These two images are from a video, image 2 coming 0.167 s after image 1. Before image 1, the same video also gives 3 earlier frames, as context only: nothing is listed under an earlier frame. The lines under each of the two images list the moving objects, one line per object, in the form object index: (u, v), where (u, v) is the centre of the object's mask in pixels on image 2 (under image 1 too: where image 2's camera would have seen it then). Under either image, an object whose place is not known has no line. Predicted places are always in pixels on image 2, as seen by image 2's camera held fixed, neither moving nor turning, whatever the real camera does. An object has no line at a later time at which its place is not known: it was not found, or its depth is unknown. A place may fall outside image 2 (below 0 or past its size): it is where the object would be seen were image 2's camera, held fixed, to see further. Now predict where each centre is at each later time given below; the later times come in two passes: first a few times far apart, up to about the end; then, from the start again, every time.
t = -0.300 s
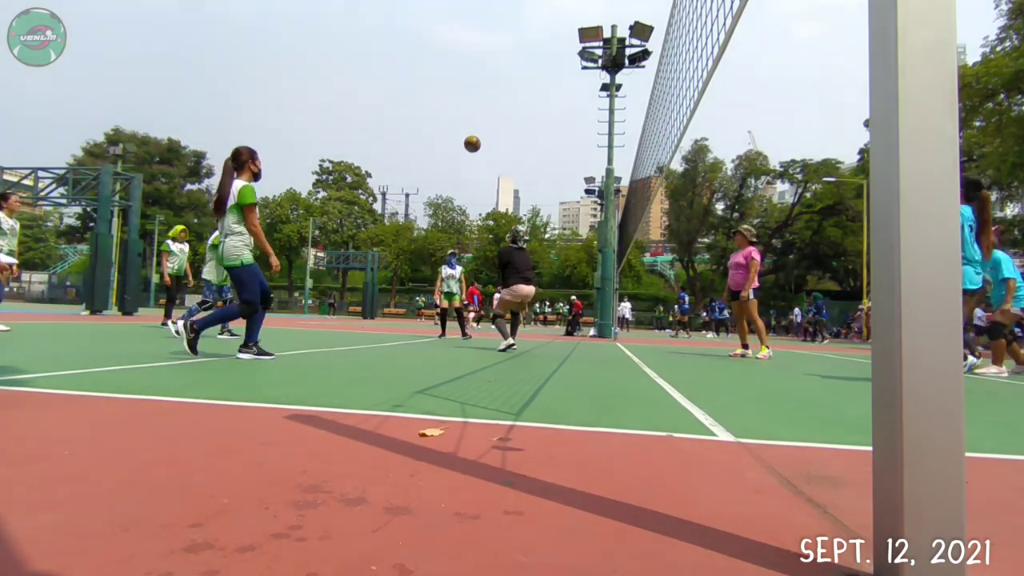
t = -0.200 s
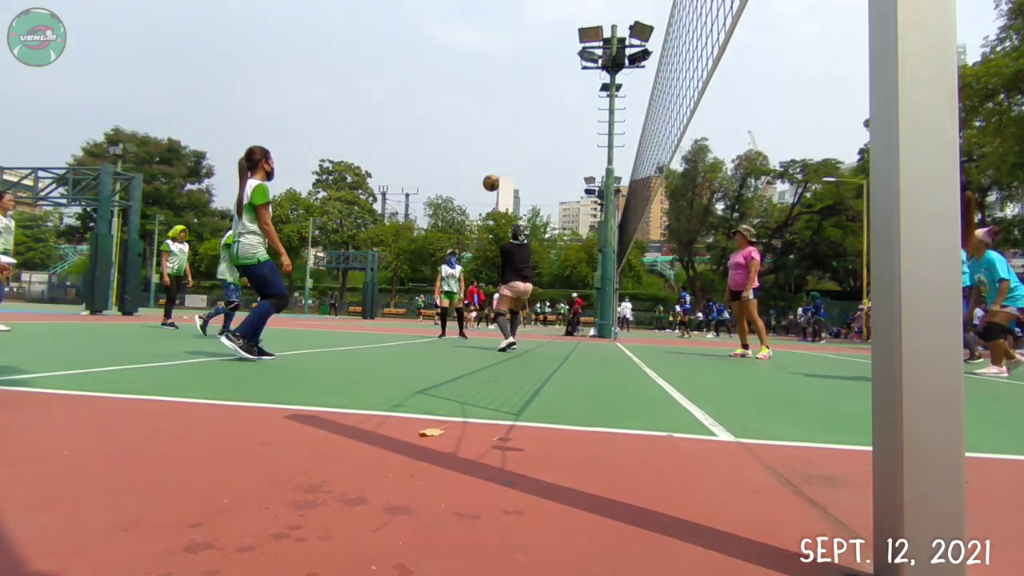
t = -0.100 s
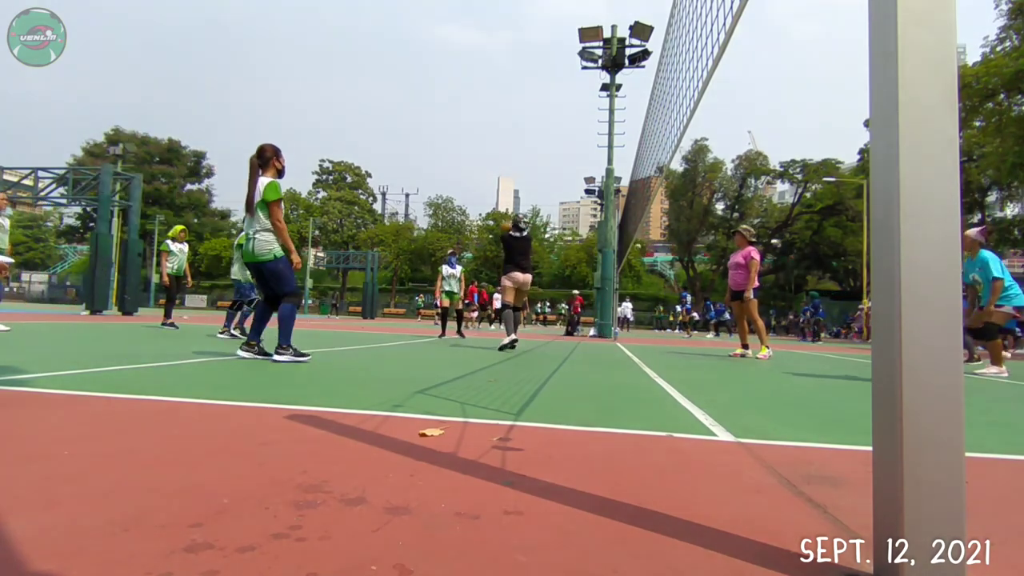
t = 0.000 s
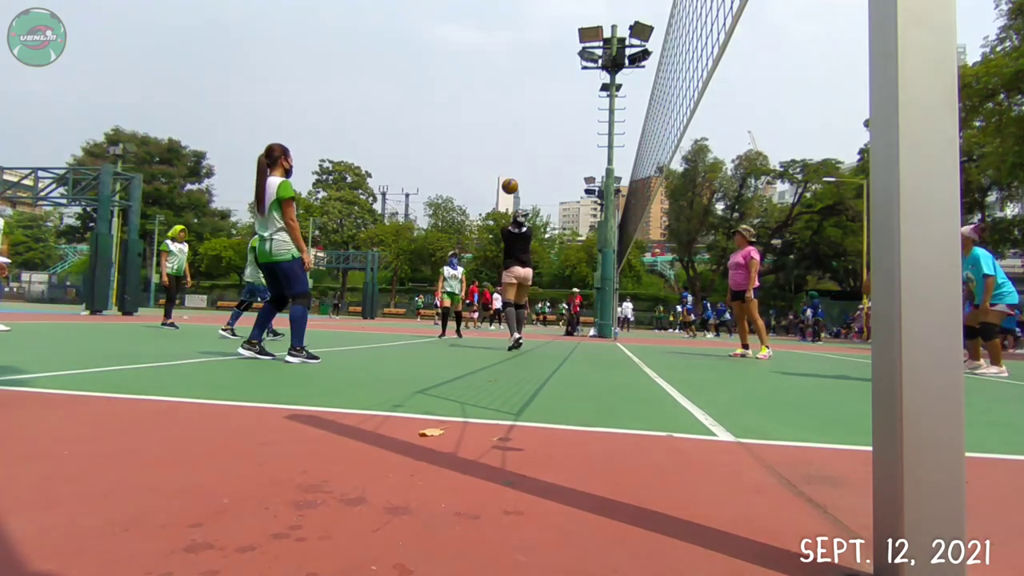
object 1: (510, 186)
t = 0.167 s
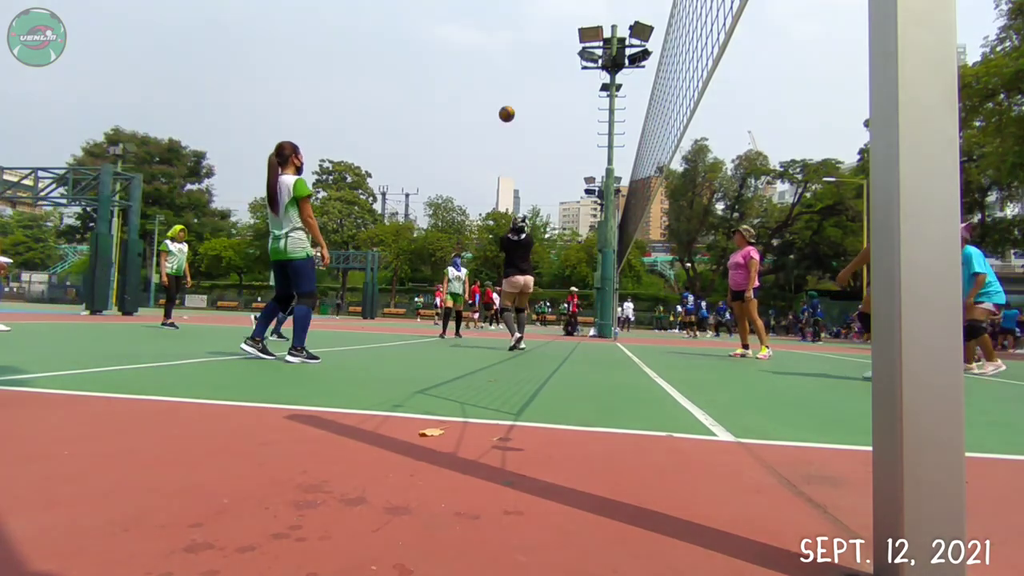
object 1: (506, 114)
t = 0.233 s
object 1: (504, 91)
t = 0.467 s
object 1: (497, 41)
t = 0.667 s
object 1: (489, 29)
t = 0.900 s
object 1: (480, 51)
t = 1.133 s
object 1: (468, 109)
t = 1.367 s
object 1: (456, 201)
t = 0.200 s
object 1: (506, 102)
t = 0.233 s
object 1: (504, 91)
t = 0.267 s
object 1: (503, 82)
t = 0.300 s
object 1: (502, 73)
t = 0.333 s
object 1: (501, 65)
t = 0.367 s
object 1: (500, 57)
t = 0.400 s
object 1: (499, 51)
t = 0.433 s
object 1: (498, 45)
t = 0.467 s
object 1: (497, 41)
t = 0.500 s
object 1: (496, 37)
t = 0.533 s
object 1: (494, 34)
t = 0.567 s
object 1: (493, 32)
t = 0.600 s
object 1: (492, 30)
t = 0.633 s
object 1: (491, 30)
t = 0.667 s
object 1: (489, 29)
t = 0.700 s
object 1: (488, 30)
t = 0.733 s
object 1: (487, 32)
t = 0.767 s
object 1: (485, 34)
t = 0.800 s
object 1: (484, 37)
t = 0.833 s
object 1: (482, 41)
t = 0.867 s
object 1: (481, 46)
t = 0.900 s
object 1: (480, 51)
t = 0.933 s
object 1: (478, 57)
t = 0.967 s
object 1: (476, 64)
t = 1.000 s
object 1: (475, 72)
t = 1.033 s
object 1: (473, 80)
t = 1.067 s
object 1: (472, 89)
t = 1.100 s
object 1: (470, 99)
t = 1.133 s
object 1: (468, 109)
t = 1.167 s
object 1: (466, 120)
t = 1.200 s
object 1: (465, 132)
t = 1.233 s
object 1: (463, 144)
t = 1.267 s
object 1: (461, 158)
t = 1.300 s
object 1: (459, 172)
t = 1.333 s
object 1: (457, 186)
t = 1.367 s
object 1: (456, 201)
